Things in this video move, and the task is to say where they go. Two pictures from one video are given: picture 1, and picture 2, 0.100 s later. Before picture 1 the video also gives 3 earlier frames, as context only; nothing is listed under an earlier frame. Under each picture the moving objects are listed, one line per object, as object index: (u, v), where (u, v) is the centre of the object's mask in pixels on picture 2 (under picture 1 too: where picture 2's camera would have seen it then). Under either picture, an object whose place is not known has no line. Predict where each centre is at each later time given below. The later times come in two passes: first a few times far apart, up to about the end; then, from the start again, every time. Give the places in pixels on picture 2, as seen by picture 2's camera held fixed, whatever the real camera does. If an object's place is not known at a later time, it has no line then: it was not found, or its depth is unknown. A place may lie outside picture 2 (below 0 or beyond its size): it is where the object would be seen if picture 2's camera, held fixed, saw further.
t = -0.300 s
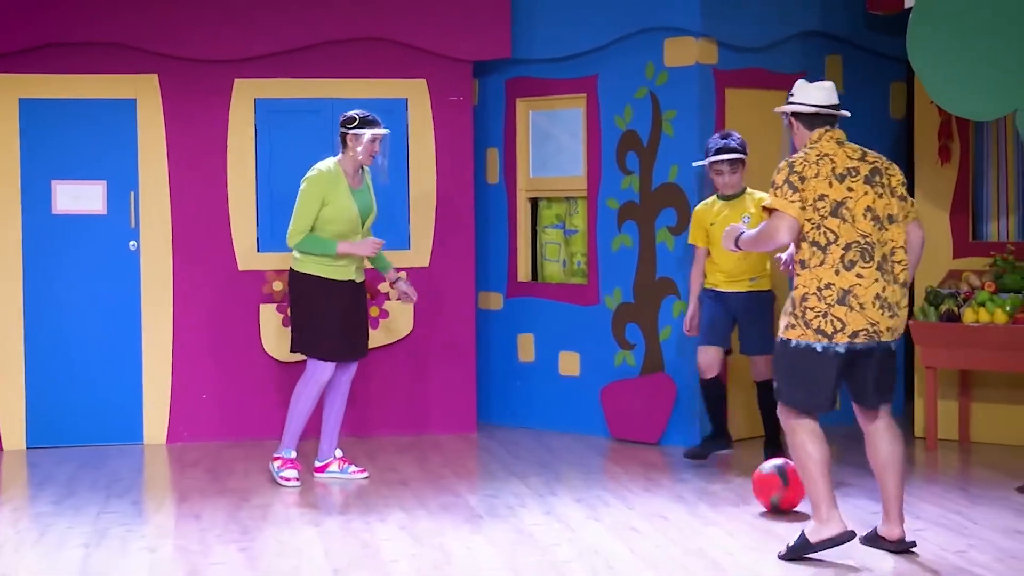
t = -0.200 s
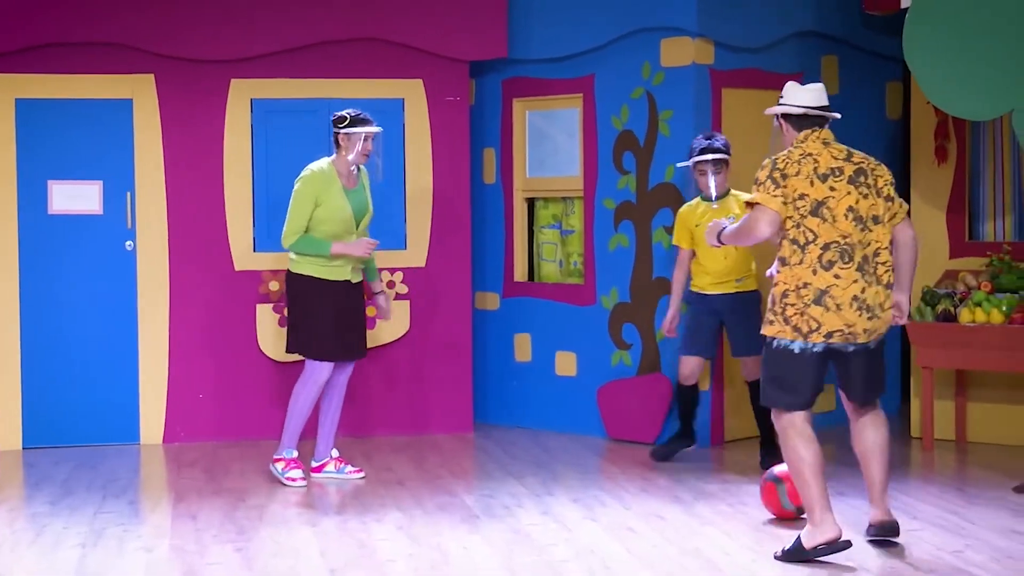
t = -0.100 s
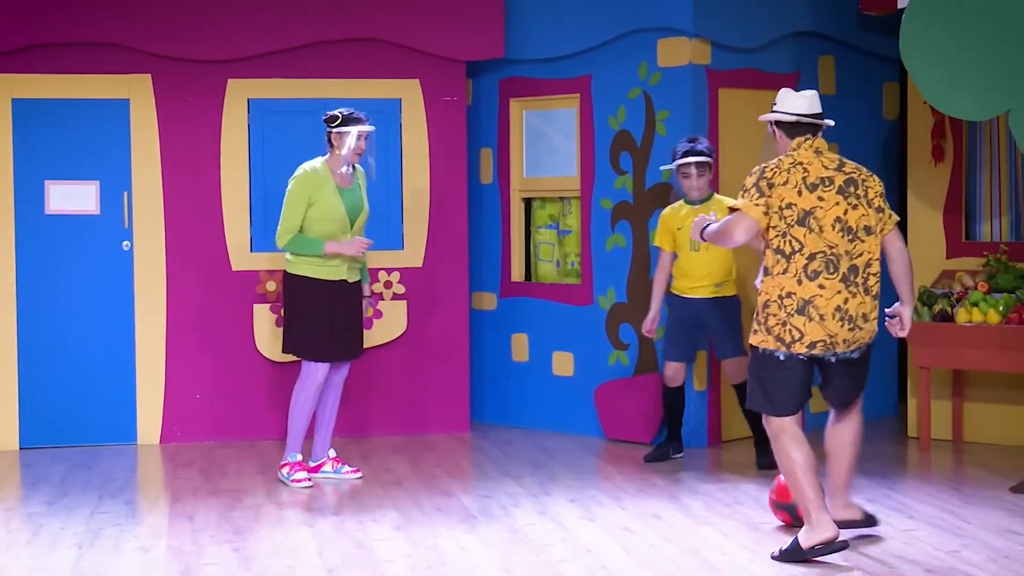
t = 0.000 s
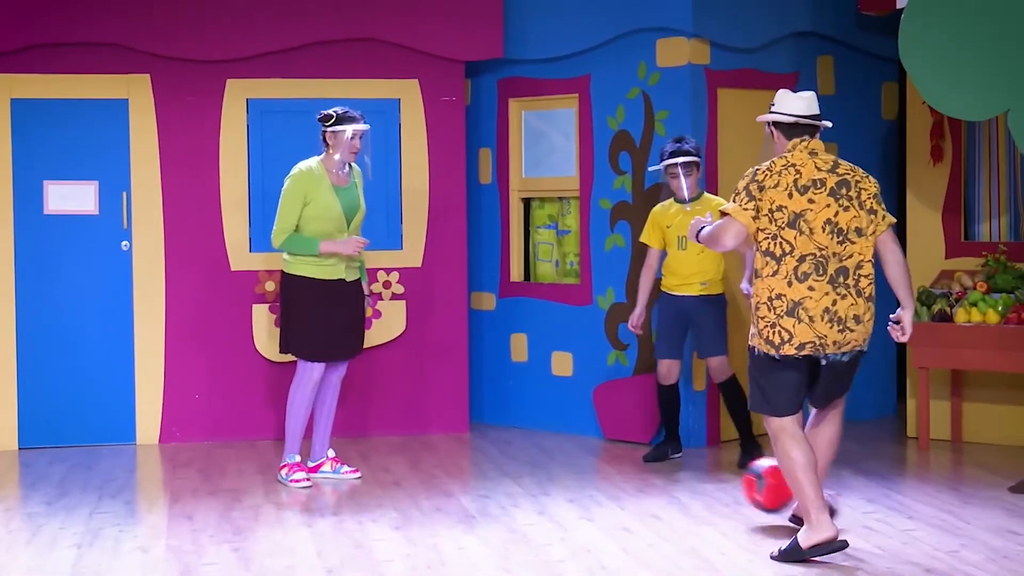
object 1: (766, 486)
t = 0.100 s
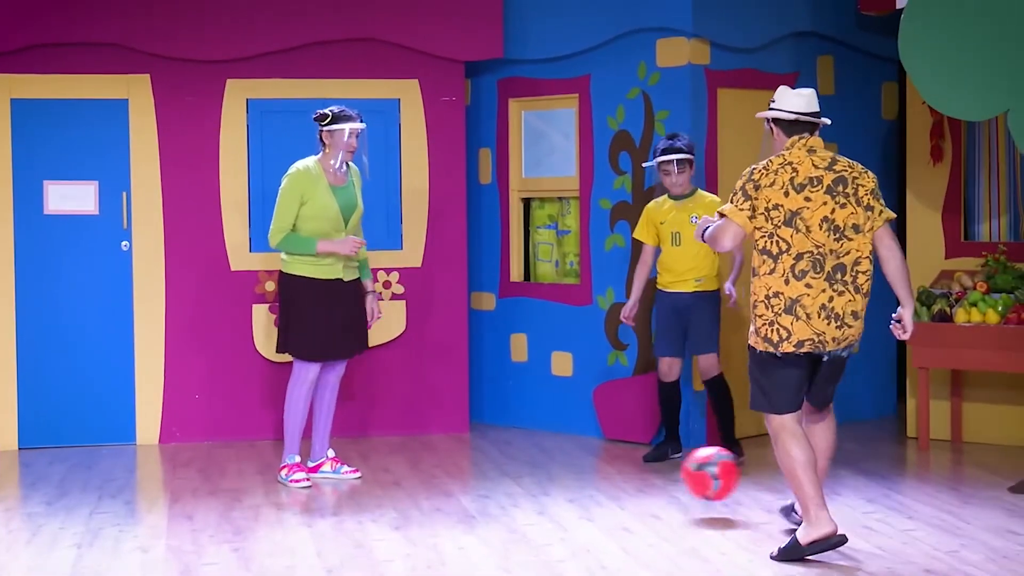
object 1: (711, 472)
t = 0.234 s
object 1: (643, 479)
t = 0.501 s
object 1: (564, 475)
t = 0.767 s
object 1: (497, 468)
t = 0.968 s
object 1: (454, 463)
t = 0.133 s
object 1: (692, 474)
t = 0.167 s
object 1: (673, 479)
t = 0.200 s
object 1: (655, 485)
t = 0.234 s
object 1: (643, 479)
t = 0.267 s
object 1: (632, 475)
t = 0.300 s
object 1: (622, 473)
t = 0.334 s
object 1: (612, 474)
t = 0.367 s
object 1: (603, 477)
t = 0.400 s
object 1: (592, 477)
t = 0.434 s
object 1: (583, 474)
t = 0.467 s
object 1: (574, 474)
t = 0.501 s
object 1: (564, 475)
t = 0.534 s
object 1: (556, 472)
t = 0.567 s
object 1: (547, 471)
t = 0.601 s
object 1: (539, 472)
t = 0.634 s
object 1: (530, 471)
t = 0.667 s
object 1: (521, 470)
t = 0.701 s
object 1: (513, 469)
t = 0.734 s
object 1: (505, 468)
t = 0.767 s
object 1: (497, 468)
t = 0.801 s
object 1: (490, 466)
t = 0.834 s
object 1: (482, 466)
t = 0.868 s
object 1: (475, 464)
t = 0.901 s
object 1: (468, 464)
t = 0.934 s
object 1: (461, 463)
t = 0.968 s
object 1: (454, 463)
